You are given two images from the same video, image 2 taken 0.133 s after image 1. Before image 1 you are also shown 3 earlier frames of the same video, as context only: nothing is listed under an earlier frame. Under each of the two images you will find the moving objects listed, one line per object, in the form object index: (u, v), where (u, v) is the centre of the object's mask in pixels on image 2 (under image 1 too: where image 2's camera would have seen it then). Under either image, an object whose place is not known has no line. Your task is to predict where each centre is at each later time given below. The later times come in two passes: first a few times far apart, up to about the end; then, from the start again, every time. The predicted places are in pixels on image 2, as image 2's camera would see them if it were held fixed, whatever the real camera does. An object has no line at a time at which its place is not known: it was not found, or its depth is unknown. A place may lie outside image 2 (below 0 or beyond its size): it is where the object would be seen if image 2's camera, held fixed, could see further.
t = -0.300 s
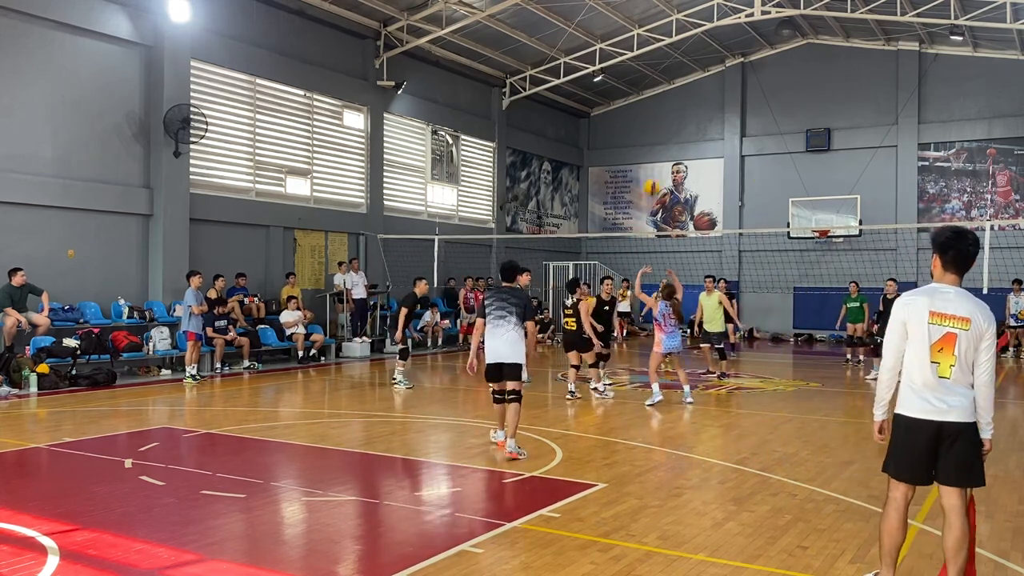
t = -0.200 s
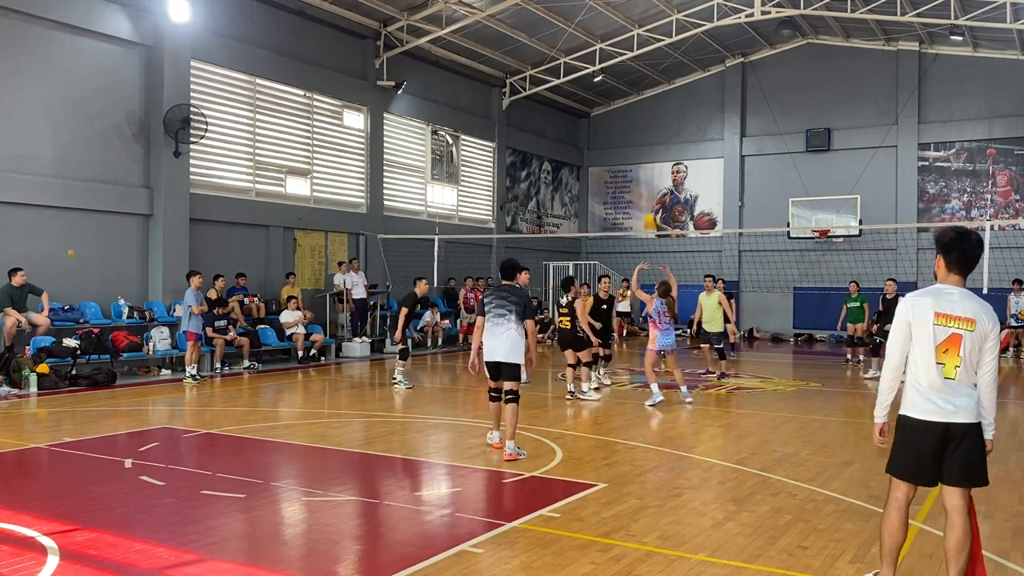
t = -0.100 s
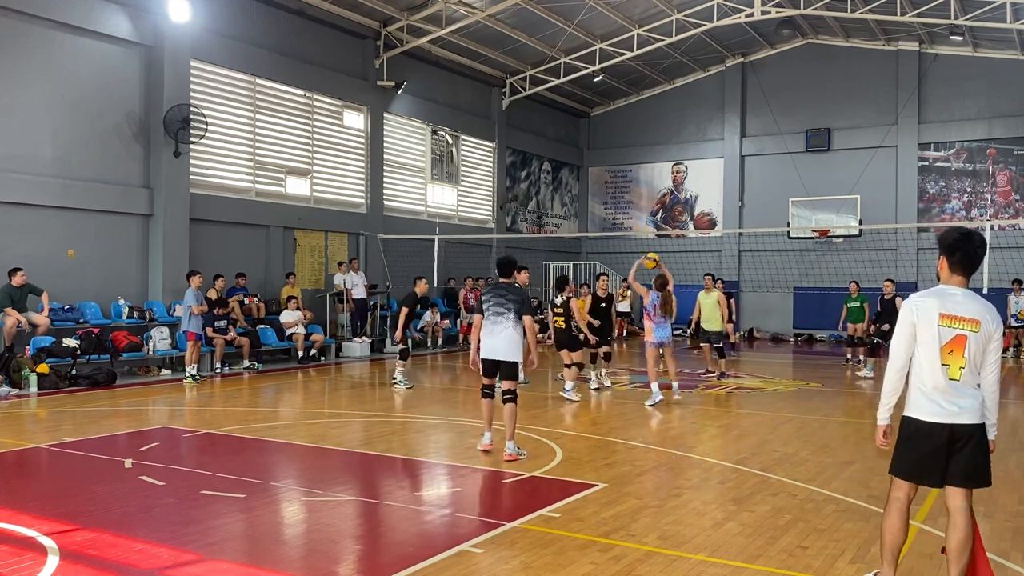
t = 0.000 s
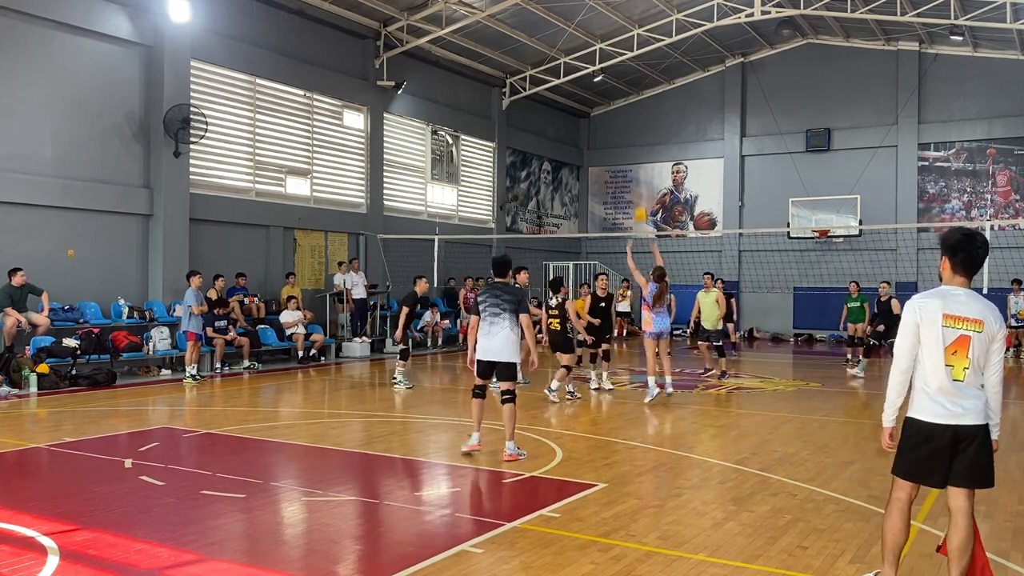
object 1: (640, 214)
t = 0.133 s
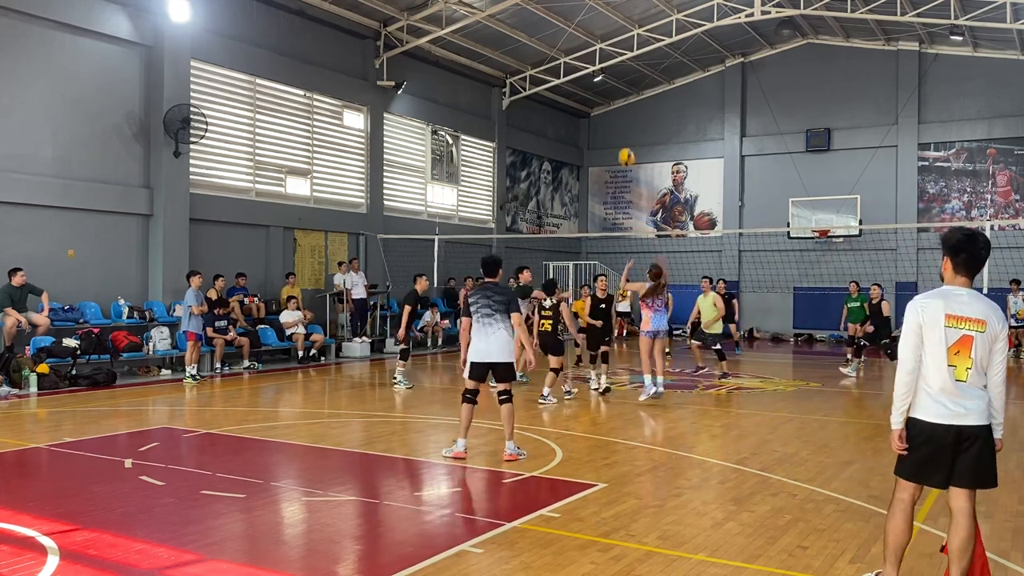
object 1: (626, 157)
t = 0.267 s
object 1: (613, 119)
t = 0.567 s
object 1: (587, 85)
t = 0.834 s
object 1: (567, 106)
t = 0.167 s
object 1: (623, 147)
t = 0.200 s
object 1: (619, 137)
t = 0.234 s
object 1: (616, 127)
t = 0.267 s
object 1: (613, 119)
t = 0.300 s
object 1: (610, 112)
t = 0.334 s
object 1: (607, 105)
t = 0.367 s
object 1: (604, 100)
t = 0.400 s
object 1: (601, 95)
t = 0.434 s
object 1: (599, 92)
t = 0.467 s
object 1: (595, 88)
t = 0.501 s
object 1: (593, 86)
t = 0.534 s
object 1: (590, 85)
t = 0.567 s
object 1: (587, 85)
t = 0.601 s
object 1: (585, 85)
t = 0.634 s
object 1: (582, 86)
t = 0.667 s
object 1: (579, 88)
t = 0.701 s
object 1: (576, 90)
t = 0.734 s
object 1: (574, 93)
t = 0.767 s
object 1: (572, 97)
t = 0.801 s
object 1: (570, 101)
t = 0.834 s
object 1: (567, 106)
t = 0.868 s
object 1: (564, 111)
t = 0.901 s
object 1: (562, 117)
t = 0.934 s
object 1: (559, 124)
